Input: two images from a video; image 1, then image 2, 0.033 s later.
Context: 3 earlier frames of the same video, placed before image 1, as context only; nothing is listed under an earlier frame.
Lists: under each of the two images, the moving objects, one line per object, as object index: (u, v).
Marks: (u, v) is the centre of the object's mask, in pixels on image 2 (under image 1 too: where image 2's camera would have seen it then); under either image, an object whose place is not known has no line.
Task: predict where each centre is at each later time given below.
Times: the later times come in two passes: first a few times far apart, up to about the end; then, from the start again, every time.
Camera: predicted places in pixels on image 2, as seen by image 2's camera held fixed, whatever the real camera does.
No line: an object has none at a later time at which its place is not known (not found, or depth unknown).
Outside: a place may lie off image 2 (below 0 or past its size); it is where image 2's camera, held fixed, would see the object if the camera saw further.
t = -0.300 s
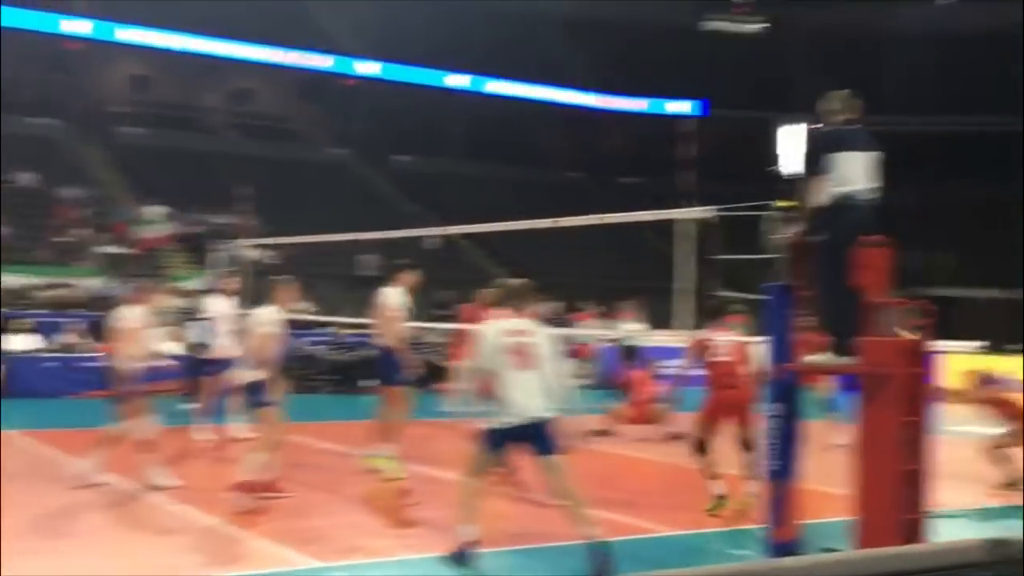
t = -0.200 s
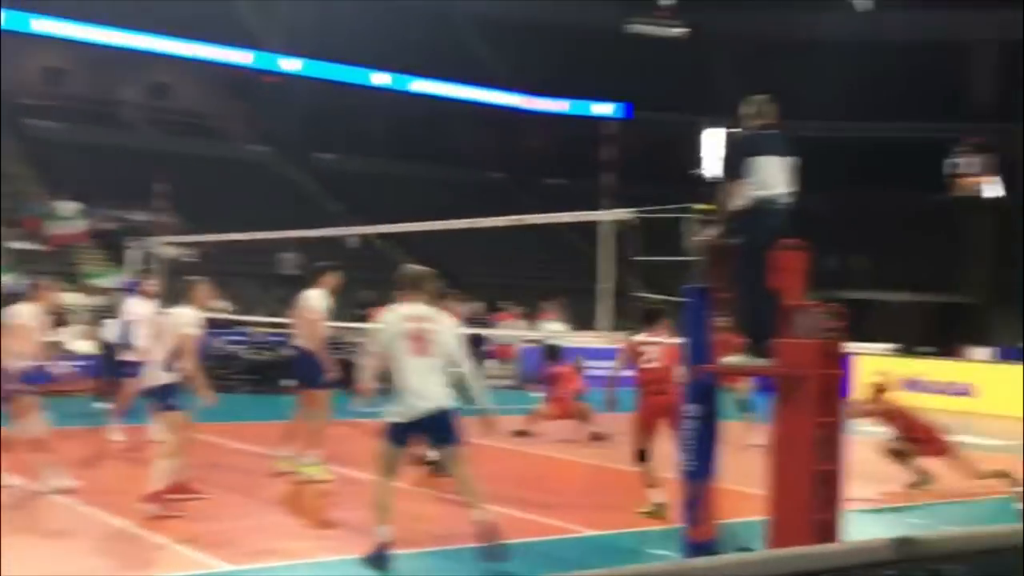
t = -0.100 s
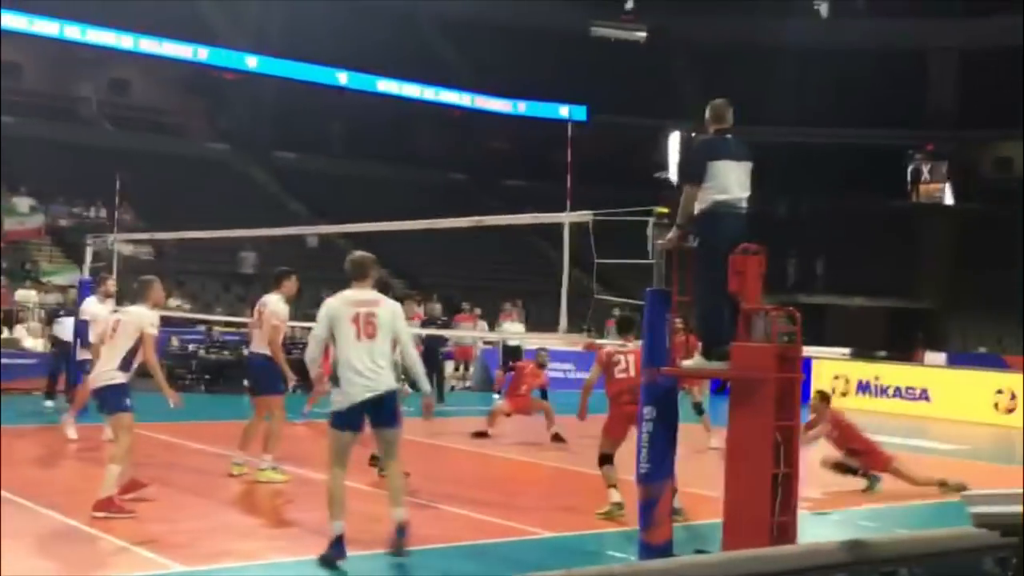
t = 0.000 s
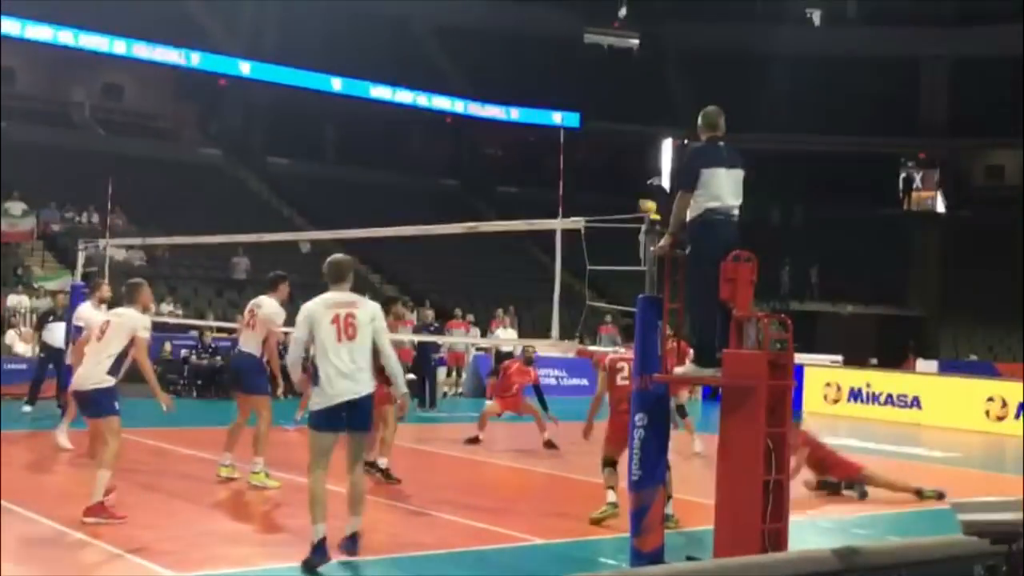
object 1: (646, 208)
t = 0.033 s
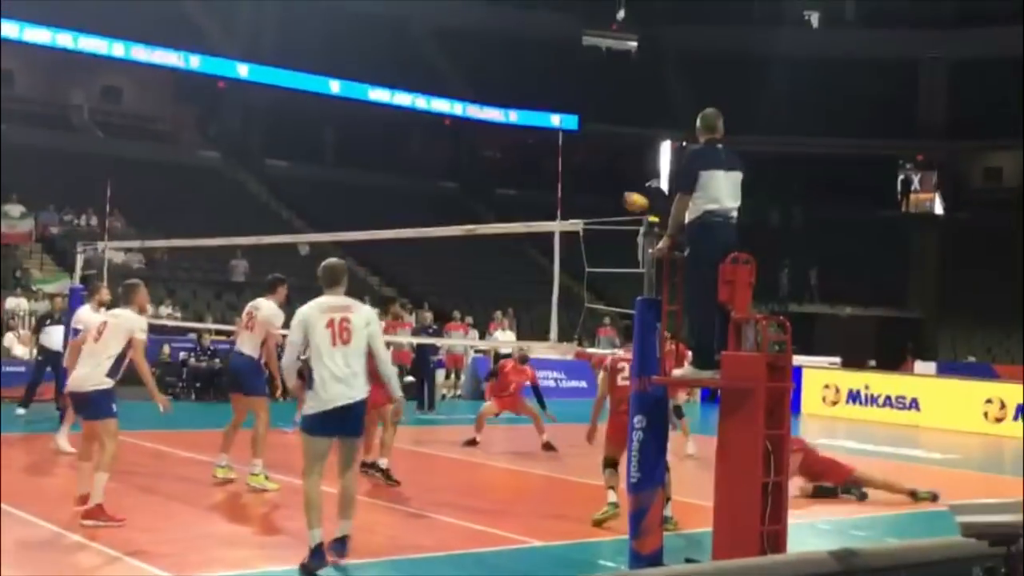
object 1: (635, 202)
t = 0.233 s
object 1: (560, 162)
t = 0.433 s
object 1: (491, 156)
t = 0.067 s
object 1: (622, 192)
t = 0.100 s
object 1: (610, 184)
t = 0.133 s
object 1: (596, 177)
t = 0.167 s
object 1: (584, 170)
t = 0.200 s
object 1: (571, 165)
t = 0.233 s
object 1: (560, 162)
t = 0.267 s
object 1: (548, 159)
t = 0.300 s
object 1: (536, 157)
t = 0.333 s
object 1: (525, 156)
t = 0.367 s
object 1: (513, 155)
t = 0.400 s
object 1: (502, 155)
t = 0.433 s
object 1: (491, 156)
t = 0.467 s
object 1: (480, 159)
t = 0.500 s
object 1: (469, 161)
